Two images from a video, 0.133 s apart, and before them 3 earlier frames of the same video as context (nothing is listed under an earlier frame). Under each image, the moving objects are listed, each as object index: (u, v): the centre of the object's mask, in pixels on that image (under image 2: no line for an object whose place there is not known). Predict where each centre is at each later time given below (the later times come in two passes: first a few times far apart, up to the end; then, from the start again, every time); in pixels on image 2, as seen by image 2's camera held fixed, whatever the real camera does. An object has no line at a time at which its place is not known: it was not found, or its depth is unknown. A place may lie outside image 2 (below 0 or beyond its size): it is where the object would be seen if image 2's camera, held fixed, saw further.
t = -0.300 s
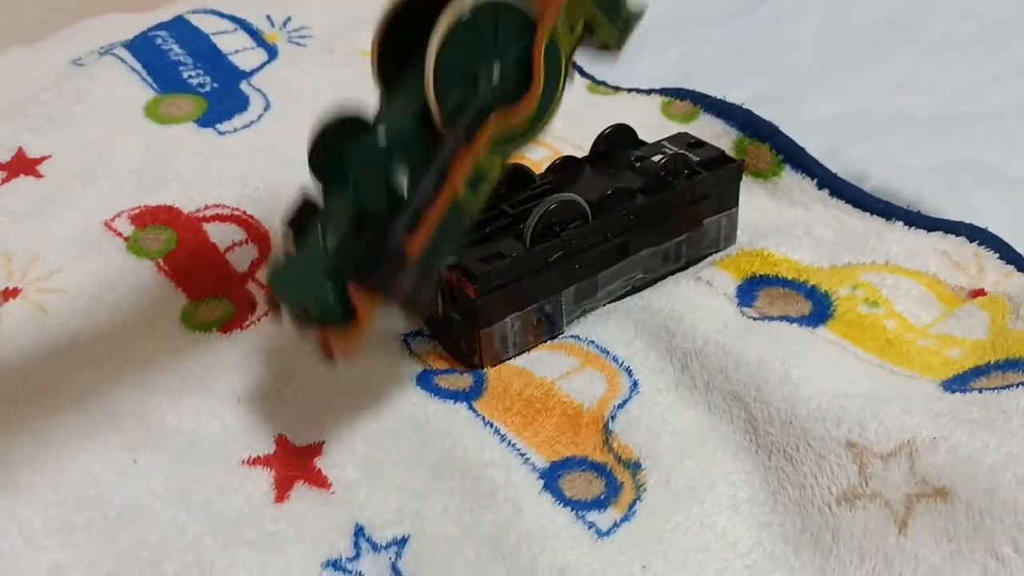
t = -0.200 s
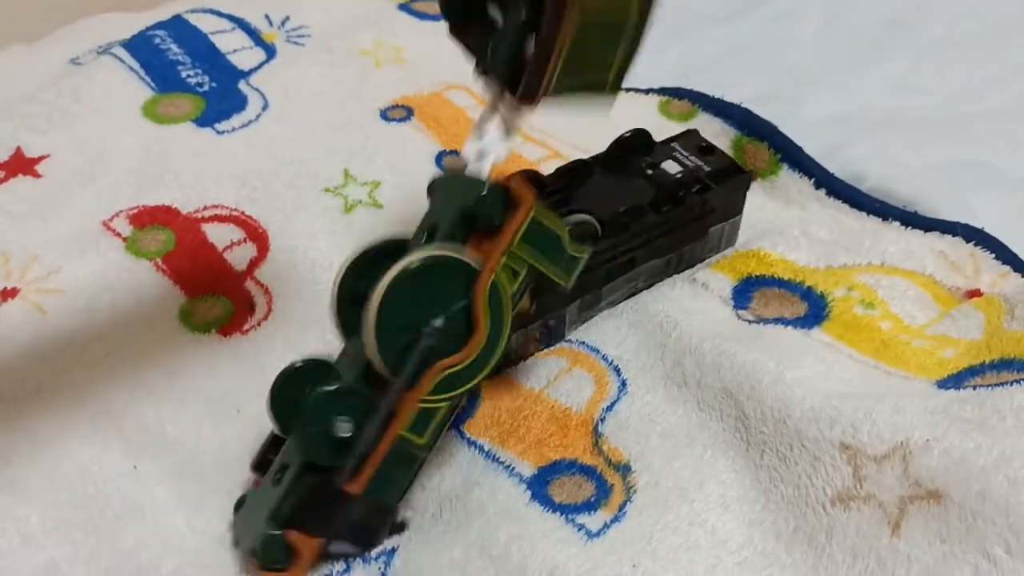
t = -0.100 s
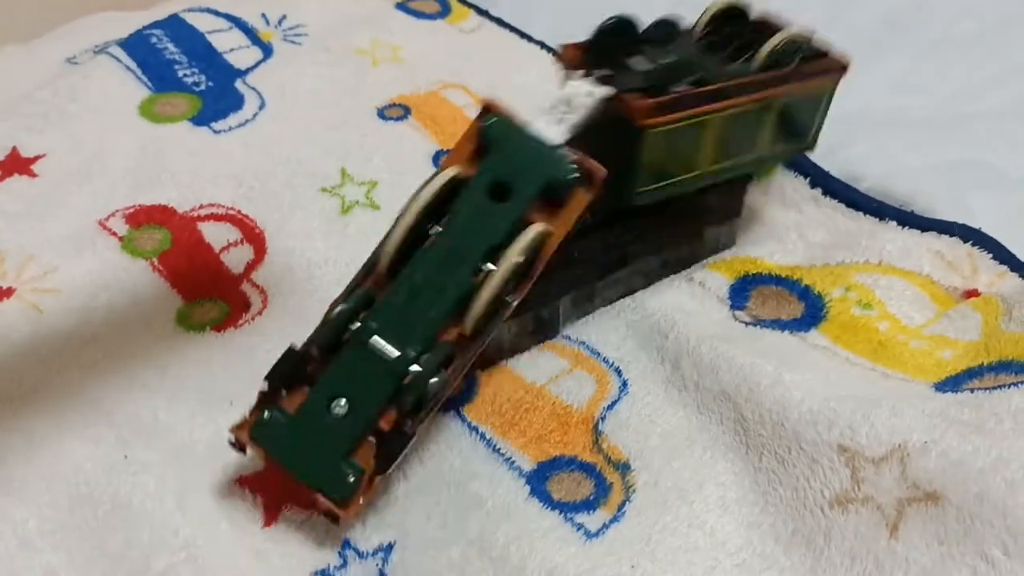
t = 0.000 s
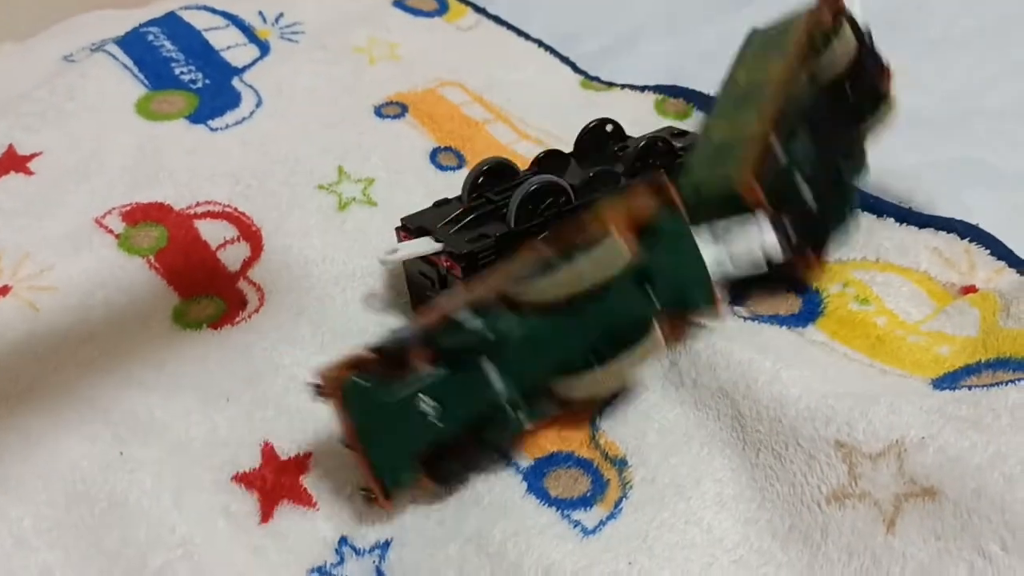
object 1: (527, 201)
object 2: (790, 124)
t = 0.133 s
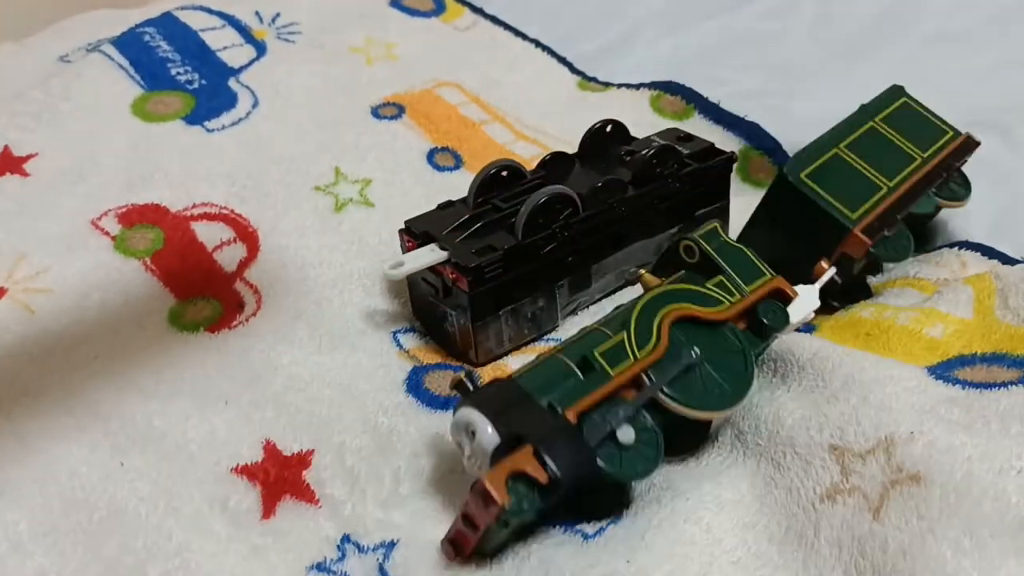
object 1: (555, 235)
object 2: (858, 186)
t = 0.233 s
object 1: (553, 235)
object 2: (830, 185)
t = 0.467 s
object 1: (550, 234)
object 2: (827, 184)
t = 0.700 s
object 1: (549, 233)
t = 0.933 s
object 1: (549, 234)
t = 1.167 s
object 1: (548, 234)
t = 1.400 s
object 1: (548, 234)
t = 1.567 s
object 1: (548, 234)
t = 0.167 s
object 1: (558, 235)
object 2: (856, 189)
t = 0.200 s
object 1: (557, 234)
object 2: (845, 189)
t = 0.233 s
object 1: (553, 235)
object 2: (830, 185)
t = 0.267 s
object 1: (552, 234)
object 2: (820, 179)
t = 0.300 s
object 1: (551, 233)
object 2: (823, 182)
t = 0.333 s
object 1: (550, 231)
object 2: (828, 183)
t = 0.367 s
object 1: (551, 233)
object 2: (828, 184)
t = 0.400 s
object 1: (552, 233)
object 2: (827, 183)
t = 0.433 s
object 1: (552, 233)
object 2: (827, 183)
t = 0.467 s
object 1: (550, 234)
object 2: (827, 184)
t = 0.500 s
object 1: (551, 233)
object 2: (827, 184)
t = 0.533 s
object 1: (549, 234)
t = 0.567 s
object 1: (552, 233)
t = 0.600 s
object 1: (550, 233)
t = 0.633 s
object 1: (552, 233)
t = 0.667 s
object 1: (552, 233)
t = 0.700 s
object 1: (549, 233)
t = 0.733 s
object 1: (552, 233)
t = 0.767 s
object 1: (549, 234)
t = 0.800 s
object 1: (549, 234)
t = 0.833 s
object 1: (549, 234)
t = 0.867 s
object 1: (549, 234)
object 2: (827, 184)
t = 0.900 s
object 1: (549, 234)
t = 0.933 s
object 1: (549, 234)
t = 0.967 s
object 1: (548, 234)
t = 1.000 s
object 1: (547, 234)
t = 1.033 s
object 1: (548, 234)
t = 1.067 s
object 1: (548, 234)
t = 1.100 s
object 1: (548, 234)
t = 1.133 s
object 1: (548, 234)
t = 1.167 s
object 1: (548, 234)
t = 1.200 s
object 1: (548, 234)
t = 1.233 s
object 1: (548, 234)
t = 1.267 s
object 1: (548, 234)
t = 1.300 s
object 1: (548, 234)
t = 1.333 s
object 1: (548, 234)
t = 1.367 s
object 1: (548, 234)
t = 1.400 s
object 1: (548, 234)
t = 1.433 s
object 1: (548, 234)
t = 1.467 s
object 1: (548, 234)
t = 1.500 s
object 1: (548, 234)
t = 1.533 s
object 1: (547, 234)
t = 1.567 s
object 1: (548, 234)
